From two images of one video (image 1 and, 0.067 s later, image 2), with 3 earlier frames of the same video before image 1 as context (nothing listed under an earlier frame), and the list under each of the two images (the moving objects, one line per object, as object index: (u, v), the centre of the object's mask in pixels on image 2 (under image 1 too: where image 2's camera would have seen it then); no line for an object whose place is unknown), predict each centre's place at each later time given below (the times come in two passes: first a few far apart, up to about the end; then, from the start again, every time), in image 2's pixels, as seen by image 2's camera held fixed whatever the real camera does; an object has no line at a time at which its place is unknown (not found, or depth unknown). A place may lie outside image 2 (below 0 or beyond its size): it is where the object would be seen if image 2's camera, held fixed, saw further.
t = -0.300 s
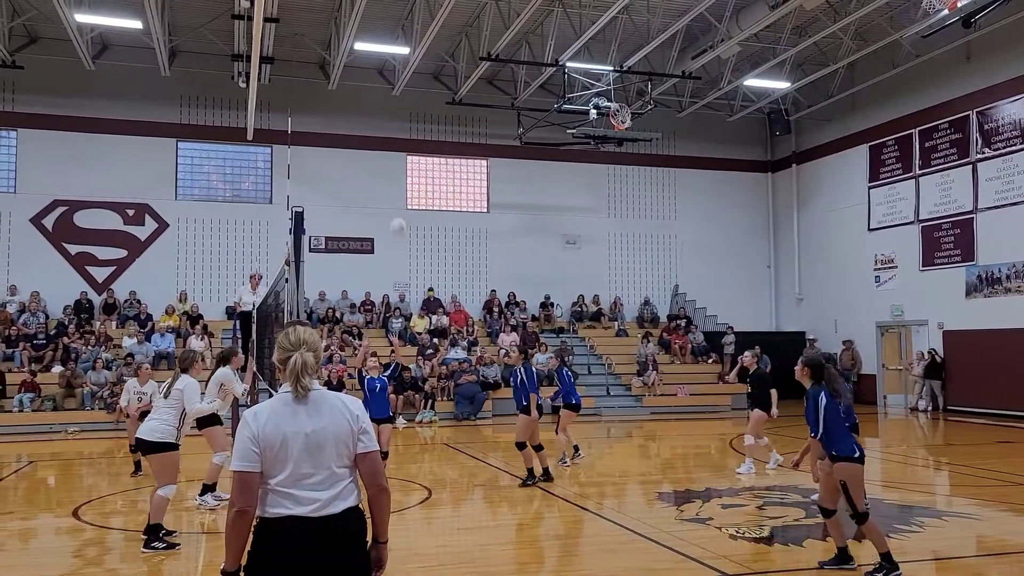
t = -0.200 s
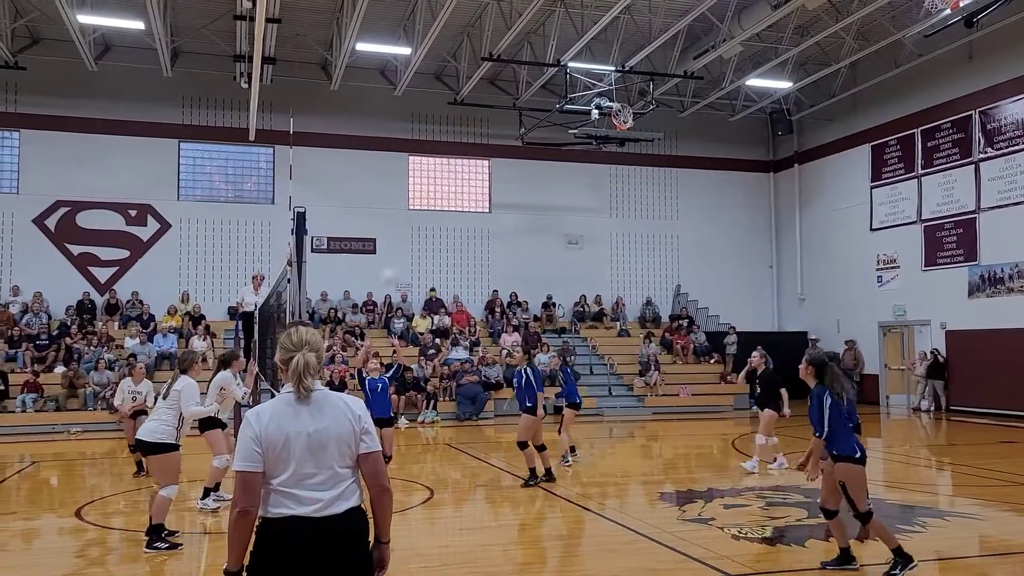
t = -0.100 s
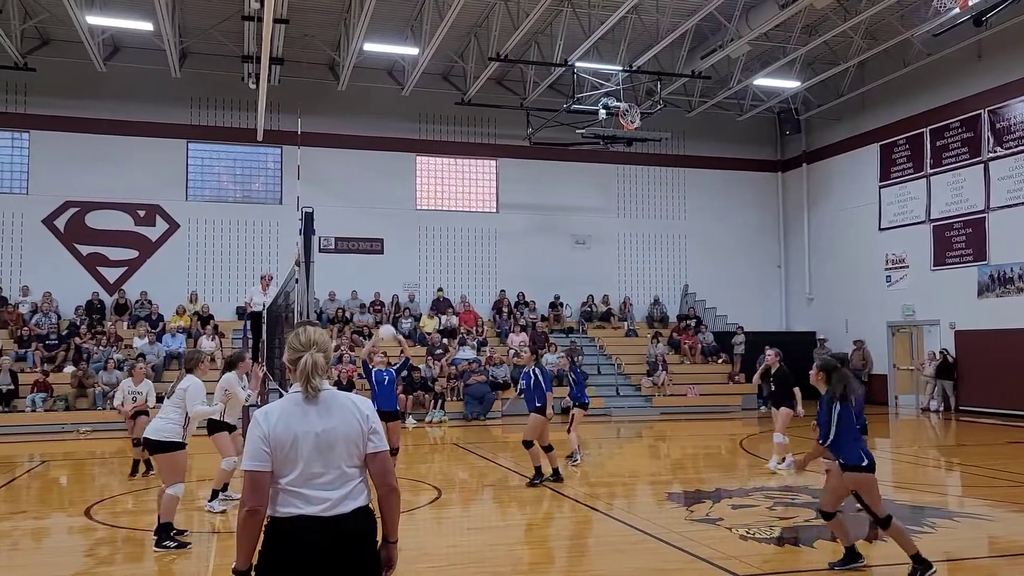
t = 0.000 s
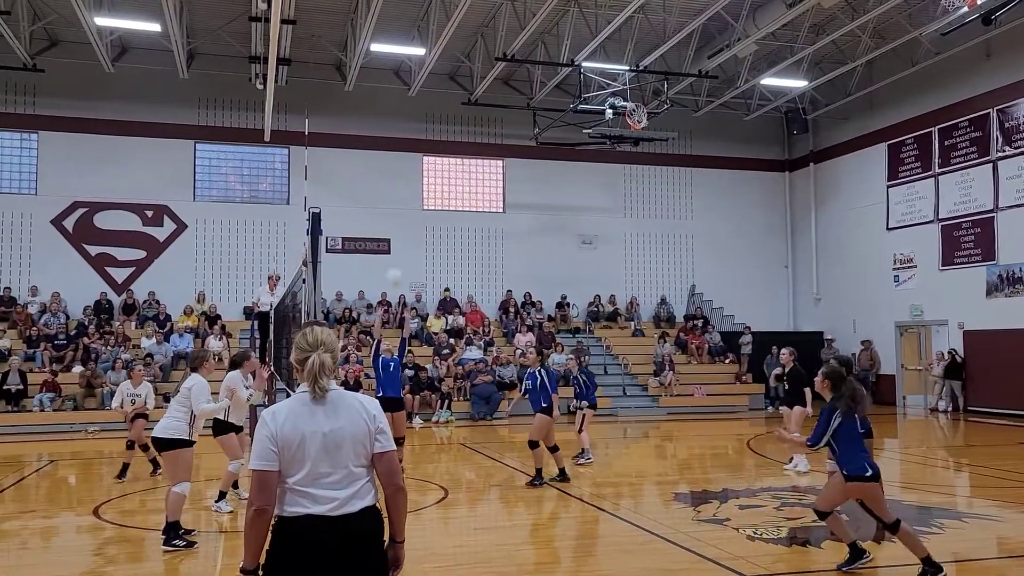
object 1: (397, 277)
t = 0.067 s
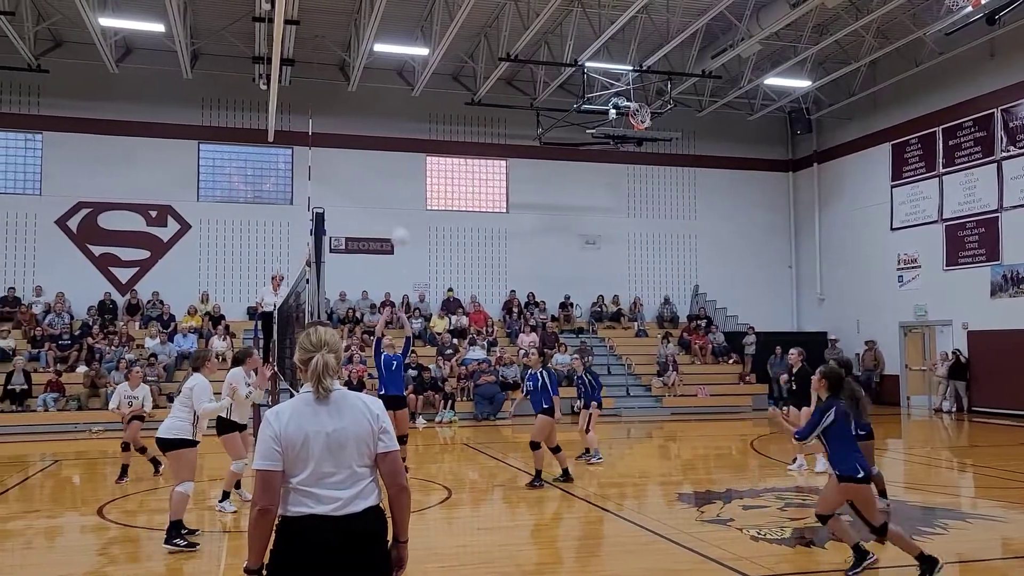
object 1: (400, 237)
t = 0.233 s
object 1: (404, 147)
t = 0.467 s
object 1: (411, 64)
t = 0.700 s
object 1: (419, 20)
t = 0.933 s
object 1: (426, 26)
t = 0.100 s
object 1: (399, 216)
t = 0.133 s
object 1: (400, 197)
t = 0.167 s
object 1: (402, 180)
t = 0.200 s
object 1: (403, 164)
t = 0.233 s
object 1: (404, 147)
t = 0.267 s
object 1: (405, 135)
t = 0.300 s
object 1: (406, 121)
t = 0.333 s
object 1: (407, 107)
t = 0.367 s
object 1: (408, 95)
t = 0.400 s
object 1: (409, 84)
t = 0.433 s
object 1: (410, 73)
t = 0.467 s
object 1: (411, 64)
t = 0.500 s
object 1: (412, 54)
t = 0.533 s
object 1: (414, 46)
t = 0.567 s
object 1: (414, 38)
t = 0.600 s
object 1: (416, 33)
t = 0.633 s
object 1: (417, 28)
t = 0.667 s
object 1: (418, 23)
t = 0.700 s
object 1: (419, 20)
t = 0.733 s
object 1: (420, 18)
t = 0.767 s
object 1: (421, 17)
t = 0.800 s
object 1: (422, 16)
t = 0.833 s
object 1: (423, 17)
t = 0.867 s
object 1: (424, 19)
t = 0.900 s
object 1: (425, 22)
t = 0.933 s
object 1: (426, 26)
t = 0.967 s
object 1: (428, 31)
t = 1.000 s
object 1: (429, 37)
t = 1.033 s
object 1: (430, 45)
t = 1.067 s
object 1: (432, 54)
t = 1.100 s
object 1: (433, 64)
